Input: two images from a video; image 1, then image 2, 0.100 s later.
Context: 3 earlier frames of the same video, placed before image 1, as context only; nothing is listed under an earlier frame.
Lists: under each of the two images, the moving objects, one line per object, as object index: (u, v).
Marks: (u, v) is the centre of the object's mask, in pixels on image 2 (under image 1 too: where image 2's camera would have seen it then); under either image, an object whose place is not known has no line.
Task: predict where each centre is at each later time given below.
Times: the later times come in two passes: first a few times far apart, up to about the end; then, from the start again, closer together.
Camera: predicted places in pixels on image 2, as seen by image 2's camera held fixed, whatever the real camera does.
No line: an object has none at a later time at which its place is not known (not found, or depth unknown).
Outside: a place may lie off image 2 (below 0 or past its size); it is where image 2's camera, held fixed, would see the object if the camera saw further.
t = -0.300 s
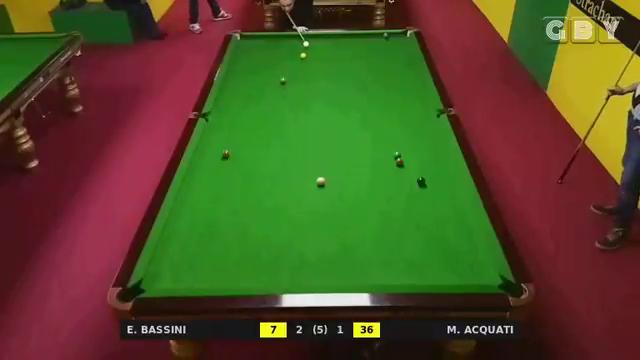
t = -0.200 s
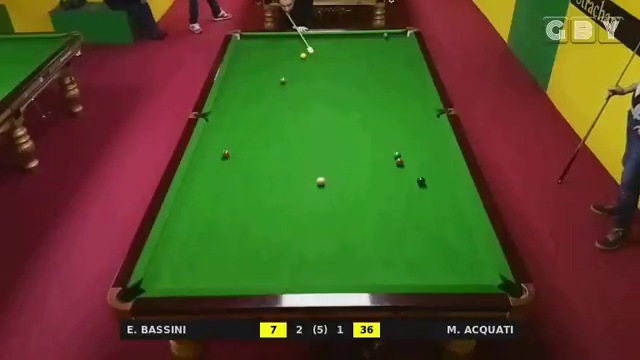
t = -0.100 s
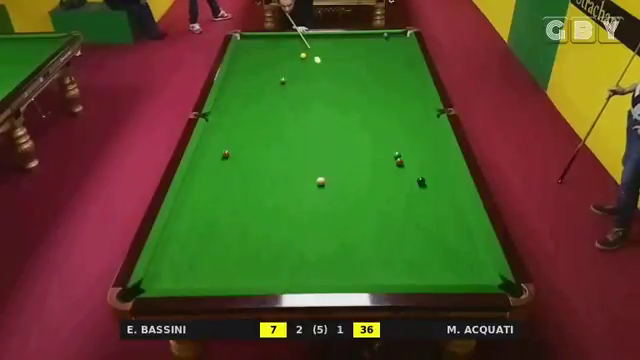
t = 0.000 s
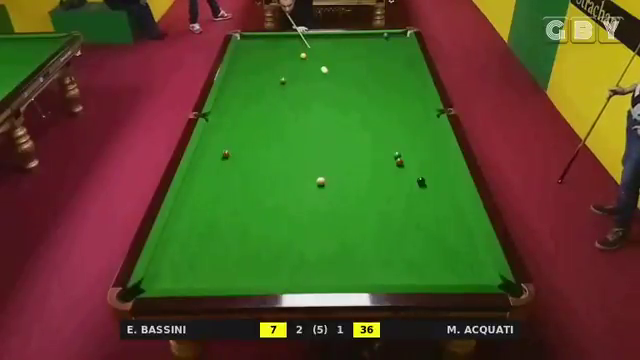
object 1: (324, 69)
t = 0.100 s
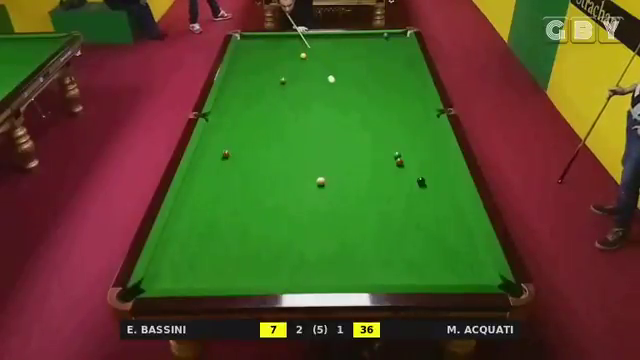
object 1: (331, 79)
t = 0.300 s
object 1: (346, 100)
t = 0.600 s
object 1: (374, 137)
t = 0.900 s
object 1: (387, 180)
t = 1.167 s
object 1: (384, 223)
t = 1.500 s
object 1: (380, 271)
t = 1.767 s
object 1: (373, 235)
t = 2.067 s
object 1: (366, 203)
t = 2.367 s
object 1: (361, 177)
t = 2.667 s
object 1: (357, 154)
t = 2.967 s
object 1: (353, 136)
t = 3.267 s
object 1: (350, 119)
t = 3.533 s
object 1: (347, 106)
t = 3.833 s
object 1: (344, 94)
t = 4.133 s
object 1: (342, 83)
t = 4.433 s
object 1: (340, 73)
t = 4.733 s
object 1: (339, 64)
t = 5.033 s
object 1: (337, 56)
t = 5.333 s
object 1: (336, 49)
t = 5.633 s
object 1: (335, 43)
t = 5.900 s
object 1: (334, 39)
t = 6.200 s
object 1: (333, 35)
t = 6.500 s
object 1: (332, 39)
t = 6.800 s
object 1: (332, 41)
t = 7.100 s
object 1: (332, 43)
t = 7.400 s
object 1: (332, 45)
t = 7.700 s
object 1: (331, 48)
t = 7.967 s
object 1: (332, 49)
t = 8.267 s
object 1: (332, 50)
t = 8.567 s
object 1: (332, 51)
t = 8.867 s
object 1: (331, 51)
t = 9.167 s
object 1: (331, 51)
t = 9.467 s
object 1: (331, 52)
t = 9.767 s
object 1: (331, 51)
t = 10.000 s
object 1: (331, 51)
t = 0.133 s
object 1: (333, 82)
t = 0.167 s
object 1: (336, 85)
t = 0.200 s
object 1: (338, 89)
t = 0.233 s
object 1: (341, 92)
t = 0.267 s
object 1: (344, 96)
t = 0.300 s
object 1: (346, 100)
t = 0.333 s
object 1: (349, 103)
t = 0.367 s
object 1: (352, 107)
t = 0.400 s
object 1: (355, 111)
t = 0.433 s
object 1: (358, 115)
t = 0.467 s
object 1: (361, 119)
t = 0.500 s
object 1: (364, 123)
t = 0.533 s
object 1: (367, 127)
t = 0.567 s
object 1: (370, 132)
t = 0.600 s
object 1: (374, 137)
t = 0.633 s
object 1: (378, 141)
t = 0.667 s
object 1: (381, 146)
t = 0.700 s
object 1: (385, 151)
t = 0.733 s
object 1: (388, 156)
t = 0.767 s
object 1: (390, 161)
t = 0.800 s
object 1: (389, 165)
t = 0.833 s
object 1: (388, 170)
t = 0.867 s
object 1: (387, 175)
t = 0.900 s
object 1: (387, 180)
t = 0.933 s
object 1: (387, 185)
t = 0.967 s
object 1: (386, 190)
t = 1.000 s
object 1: (386, 195)
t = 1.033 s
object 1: (386, 200)
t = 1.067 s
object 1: (386, 206)
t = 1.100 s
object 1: (385, 211)
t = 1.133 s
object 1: (385, 217)
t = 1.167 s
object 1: (384, 223)
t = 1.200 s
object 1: (384, 229)
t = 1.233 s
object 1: (384, 236)
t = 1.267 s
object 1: (383, 242)
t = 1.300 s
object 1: (383, 249)
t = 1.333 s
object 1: (382, 256)
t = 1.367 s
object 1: (382, 263)
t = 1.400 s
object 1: (382, 270)
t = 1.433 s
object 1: (381, 277)
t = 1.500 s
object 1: (380, 271)
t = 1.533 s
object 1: (379, 265)
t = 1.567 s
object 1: (378, 260)
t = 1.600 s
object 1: (377, 256)
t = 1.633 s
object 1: (376, 252)
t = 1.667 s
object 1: (375, 247)
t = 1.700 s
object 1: (374, 243)
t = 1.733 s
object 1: (373, 239)
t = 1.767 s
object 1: (373, 235)
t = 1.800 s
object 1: (372, 231)
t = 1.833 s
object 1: (371, 227)
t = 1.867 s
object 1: (370, 223)
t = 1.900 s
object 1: (370, 220)
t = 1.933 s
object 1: (369, 217)
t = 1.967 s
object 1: (368, 213)
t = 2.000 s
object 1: (368, 210)
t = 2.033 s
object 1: (367, 206)
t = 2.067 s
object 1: (366, 203)
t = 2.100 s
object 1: (366, 200)
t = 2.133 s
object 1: (365, 197)
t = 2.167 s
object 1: (364, 194)
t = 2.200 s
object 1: (364, 191)
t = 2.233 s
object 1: (363, 188)
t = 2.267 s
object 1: (362, 185)
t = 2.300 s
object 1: (362, 182)
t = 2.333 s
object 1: (361, 179)
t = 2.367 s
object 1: (361, 177)
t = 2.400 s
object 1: (360, 174)
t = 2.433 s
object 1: (360, 172)
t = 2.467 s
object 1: (359, 169)
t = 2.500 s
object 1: (359, 166)
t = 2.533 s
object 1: (358, 164)
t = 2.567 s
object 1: (358, 162)
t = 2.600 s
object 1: (357, 159)
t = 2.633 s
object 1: (357, 157)
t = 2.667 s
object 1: (357, 154)
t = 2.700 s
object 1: (356, 152)
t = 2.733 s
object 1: (356, 150)
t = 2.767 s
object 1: (355, 148)
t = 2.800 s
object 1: (355, 146)
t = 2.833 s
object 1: (355, 144)
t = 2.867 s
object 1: (354, 142)
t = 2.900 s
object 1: (354, 140)
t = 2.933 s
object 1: (353, 138)
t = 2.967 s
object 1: (353, 136)
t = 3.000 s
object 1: (352, 134)
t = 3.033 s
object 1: (352, 132)
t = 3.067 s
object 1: (352, 130)
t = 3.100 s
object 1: (351, 128)
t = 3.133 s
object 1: (351, 126)
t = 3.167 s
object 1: (351, 125)
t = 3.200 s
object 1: (350, 123)
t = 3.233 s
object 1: (350, 121)
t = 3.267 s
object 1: (350, 119)
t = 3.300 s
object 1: (349, 118)
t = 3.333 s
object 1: (349, 116)
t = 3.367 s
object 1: (349, 114)
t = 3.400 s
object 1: (348, 113)
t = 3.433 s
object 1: (348, 111)
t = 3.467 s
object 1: (348, 110)
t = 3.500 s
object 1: (347, 108)
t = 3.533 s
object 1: (347, 106)
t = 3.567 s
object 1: (347, 105)
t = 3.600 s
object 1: (346, 103)
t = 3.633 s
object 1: (346, 102)
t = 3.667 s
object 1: (346, 100)
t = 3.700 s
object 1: (345, 99)
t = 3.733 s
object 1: (345, 98)
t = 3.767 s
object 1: (345, 97)
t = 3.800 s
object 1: (345, 95)
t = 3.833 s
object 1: (344, 94)
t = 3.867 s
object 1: (344, 92)
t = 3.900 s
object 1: (344, 91)
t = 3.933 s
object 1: (344, 90)
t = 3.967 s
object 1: (343, 89)
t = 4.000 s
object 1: (343, 87)
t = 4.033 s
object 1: (343, 86)
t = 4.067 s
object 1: (343, 85)
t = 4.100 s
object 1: (342, 84)
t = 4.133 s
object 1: (342, 83)
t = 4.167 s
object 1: (342, 81)
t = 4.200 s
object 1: (342, 80)
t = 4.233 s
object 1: (341, 79)
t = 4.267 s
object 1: (341, 78)
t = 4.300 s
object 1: (341, 77)
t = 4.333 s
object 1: (341, 76)
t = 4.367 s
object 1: (341, 75)
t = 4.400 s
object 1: (341, 74)
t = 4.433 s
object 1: (340, 73)
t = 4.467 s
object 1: (340, 72)
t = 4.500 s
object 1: (340, 71)
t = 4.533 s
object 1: (340, 70)
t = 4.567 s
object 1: (340, 69)
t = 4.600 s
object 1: (340, 68)
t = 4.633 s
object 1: (340, 67)
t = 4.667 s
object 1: (339, 66)
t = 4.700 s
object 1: (339, 65)
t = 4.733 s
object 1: (339, 64)
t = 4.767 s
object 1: (339, 63)
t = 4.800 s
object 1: (338, 62)
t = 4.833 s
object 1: (338, 61)
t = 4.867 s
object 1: (338, 60)
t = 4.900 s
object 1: (338, 59)
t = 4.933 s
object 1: (338, 58)
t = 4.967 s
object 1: (338, 58)
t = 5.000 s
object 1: (337, 57)
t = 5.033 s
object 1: (337, 56)
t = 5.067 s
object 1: (337, 55)
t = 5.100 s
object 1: (337, 54)
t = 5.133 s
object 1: (337, 53)
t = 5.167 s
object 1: (337, 53)
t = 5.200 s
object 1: (337, 52)
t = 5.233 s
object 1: (336, 51)
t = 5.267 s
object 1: (336, 51)
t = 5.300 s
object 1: (336, 50)
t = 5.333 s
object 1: (336, 49)
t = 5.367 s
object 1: (336, 48)
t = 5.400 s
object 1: (335, 48)
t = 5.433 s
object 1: (336, 47)
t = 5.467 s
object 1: (335, 46)
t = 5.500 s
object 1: (335, 46)
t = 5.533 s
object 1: (335, 45)
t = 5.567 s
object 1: (335, 44)
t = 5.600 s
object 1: (335, 44)
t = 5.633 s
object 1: (335, 43)
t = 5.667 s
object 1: (335, 42)
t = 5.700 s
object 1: (334, 42)
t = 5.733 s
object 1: (335, 41)
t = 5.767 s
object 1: (334, 40)
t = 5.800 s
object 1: (334, 40)
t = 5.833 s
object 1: (334, 39)
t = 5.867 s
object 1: (334, 39)
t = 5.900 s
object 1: (334, 39)
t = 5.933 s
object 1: (334, 38)
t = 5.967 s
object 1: (334, 37)
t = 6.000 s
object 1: (333, 36)
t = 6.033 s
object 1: (334, 36)
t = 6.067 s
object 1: (333, 36)
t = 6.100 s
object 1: (333, 35)
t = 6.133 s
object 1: (333, 35)
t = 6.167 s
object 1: (333, 35)
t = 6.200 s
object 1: (333, 35)
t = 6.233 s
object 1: (333, 36)
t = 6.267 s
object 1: (333, 36)
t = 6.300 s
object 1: (333, 36)
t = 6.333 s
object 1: (333, 36)
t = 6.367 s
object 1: (333, 37)
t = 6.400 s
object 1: (333, 37)
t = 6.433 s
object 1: (333, 38)
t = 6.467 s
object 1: (332, 38)
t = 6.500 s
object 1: (332, 39)
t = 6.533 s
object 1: (332, 39)
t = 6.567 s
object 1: (332, 39)
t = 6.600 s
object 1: (332, 40)
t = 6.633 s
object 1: (332, 40)
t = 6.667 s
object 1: (332, 40)
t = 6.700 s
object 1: (332, 40)
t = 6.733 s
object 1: (332, 41)
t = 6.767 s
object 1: (332, 41)
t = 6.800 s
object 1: (332, 41)
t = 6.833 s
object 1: (332, 42)
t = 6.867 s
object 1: (332, 42)
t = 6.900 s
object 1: (332, 42)
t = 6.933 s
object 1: (332, 42)
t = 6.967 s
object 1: (332, 43)
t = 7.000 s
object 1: (332, 43)
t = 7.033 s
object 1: (332, 43)
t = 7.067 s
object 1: (332, 43)
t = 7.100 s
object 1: (332, 43)
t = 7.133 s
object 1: (332, 44)
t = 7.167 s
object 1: (332, 44)
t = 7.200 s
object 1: (332, 44)
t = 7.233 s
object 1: (332, 44)
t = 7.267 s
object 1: (332, 44)
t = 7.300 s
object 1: (332, 44)
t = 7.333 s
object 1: (332, 45)
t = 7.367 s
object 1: (332, 45)
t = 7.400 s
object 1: (332, 45)
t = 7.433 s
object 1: (332, 45)
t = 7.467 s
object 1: (332, 45)
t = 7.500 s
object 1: (331, 47)
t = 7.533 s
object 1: (331, 47)
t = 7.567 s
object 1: (332, 47)
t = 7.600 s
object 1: (332, 48)
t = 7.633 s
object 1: (331, 48)
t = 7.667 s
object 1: (331, 48)
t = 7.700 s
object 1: (331, 48)
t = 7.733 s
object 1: (331, 48)
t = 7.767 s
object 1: (332, 48)
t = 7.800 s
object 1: (332, 49)
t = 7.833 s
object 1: (332, 49)
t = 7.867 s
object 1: (332, 49)
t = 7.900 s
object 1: (331, 49)
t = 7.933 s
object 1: (332, 49)
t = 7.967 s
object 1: (332, 49)
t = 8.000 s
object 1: (332, 49)
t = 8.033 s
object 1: (331, 50)
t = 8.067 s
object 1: (331, 50)
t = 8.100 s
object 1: (331, 50)
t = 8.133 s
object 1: (332, 50)
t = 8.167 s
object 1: (332, 50)
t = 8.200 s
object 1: (332, 50)
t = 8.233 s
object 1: (332, 50)
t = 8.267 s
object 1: (332, 50)
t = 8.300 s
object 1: (332, 50)
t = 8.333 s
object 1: (332, 51)
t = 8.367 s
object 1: (332, 51)
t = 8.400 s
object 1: (332, 51)
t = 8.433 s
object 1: (332, 51)
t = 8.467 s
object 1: (332, 51)
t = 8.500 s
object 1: (332, 51)
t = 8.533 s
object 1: (332, 51)
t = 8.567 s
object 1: (332, 51)
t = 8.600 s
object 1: (332, 51)
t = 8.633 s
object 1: (332, 51)
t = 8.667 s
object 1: (331, 51)
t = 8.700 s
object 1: (331, 51)
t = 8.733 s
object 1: (331, 51)
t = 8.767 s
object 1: (331, 51)
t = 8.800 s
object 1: (331, 51)
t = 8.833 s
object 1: (331, 51)
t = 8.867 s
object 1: (331, 51)
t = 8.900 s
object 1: (331, 51)
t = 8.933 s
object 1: (332, 51)
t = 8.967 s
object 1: (332, 51)
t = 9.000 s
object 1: (332, 51)
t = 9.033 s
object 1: (332, 51)
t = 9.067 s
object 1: (332, 51)
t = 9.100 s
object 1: (332, 51)
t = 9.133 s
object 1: (331, 51)
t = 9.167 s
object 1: (331, 51)
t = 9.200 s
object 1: (331, 51)
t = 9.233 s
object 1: (331, 51)
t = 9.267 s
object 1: (331, 51)
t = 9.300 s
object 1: (331, 51)
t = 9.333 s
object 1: (331, 52)
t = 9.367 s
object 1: (331, 51)
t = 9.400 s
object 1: (331, 52)
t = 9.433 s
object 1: (331, 51)
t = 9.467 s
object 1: (331, 52)
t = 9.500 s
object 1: (331, 52)
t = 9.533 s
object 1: (331, 52)
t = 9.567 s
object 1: (331, 52)
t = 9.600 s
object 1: (331, 52)
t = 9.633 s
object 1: (331, 52)
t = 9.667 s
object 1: (331, 51)
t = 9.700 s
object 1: (331, 51)
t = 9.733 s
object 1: (331, 52)
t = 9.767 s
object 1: (331, 51)
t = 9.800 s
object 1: (331, 51)
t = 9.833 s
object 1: (331, 52)
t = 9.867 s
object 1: (331, 51)
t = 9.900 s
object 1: (331, 51)
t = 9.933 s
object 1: (331, 51)
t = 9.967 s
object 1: (331, 51)
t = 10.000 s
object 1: (331, 51)
